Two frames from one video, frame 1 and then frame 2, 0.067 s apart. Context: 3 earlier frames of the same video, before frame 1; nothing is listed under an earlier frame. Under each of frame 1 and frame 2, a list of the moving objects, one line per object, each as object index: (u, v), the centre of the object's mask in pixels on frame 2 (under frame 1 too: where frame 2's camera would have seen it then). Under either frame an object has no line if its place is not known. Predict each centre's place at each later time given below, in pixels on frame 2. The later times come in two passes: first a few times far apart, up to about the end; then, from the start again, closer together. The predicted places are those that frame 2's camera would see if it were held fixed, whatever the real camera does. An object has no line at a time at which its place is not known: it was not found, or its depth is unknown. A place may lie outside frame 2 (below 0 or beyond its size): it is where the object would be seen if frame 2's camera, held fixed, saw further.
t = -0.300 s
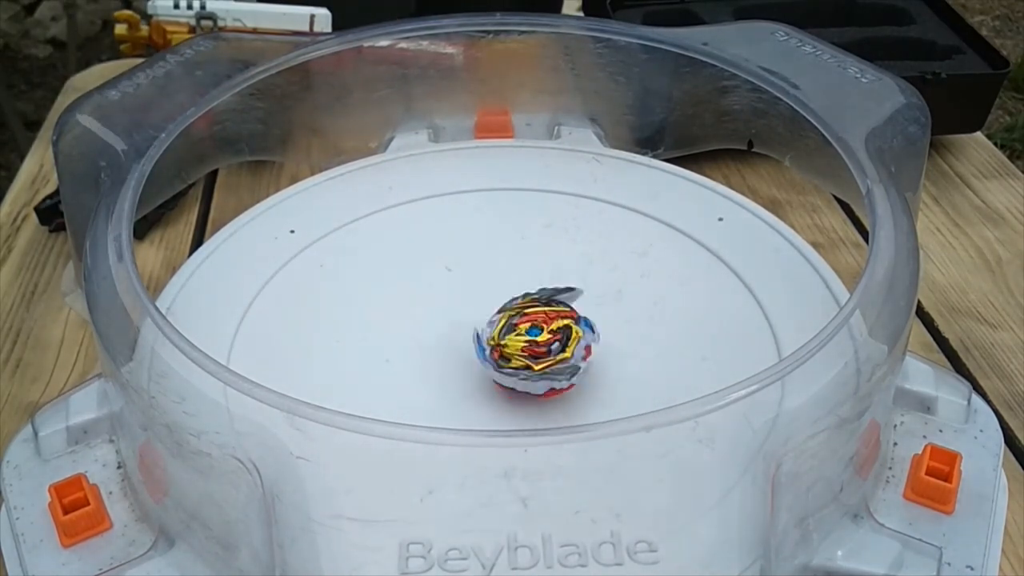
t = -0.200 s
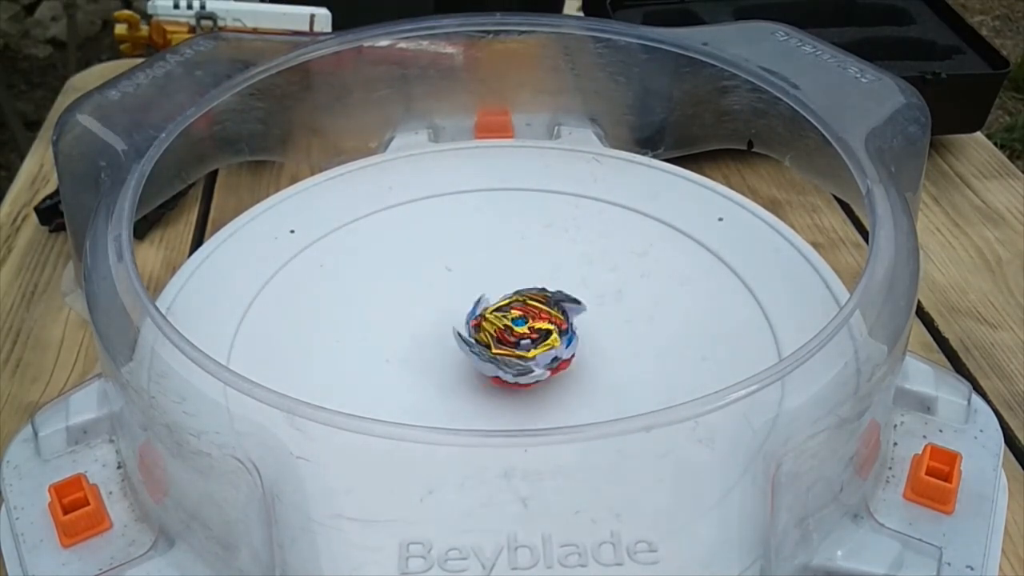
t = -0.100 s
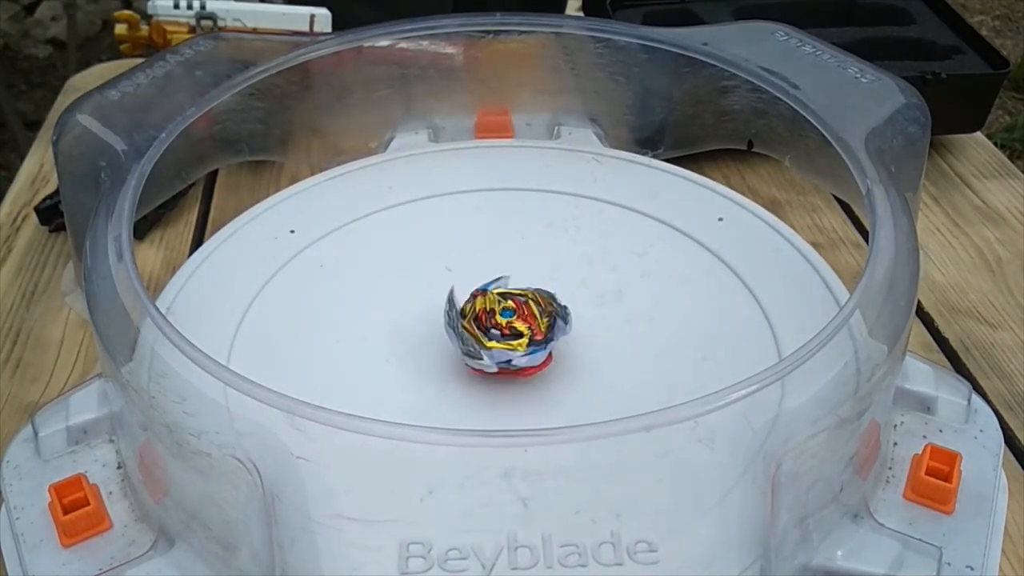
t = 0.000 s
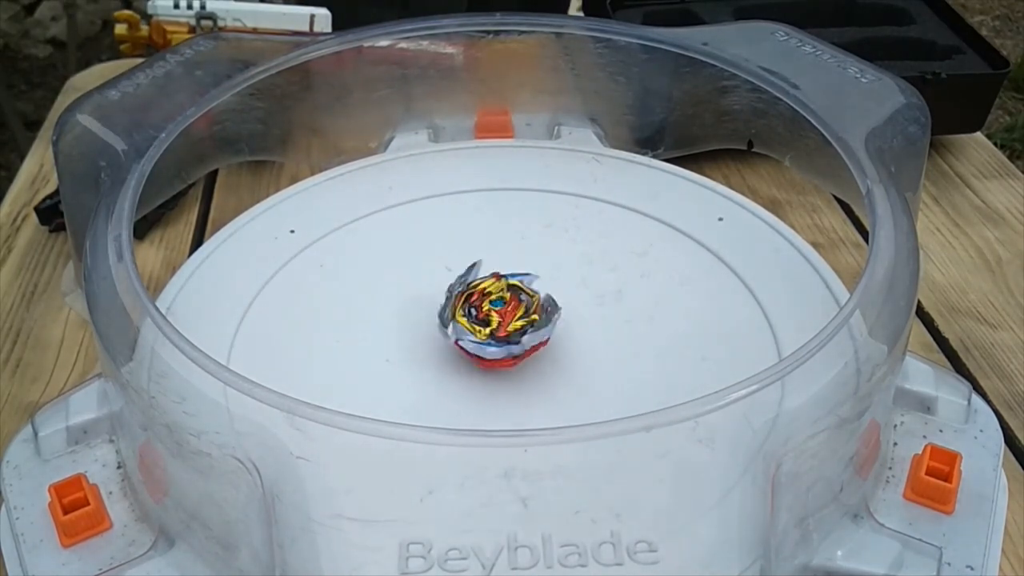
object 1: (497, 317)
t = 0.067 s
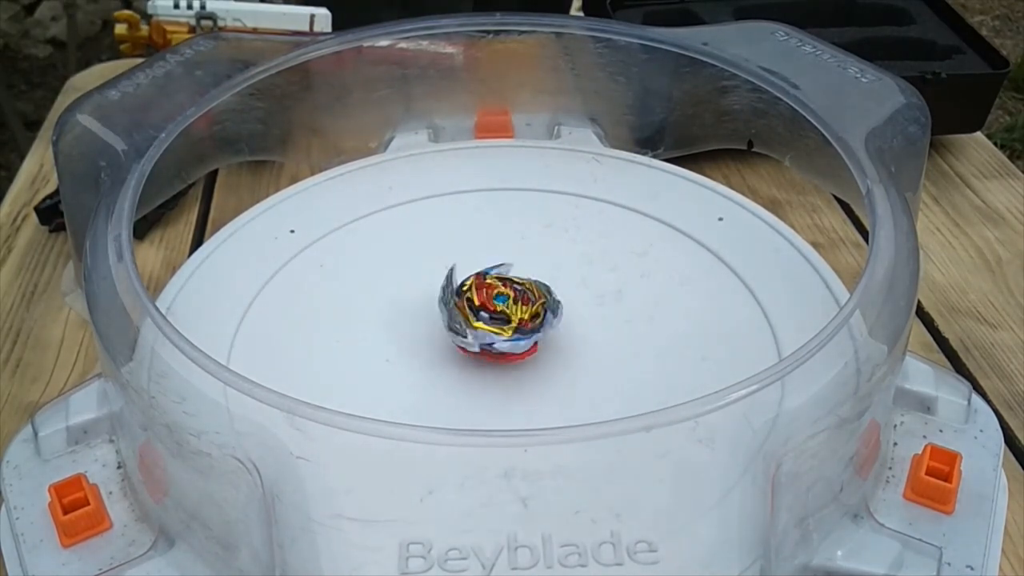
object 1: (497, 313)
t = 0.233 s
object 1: (507, 308)
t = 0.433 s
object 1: (534, 318)
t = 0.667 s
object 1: (558, 340)
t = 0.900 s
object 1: (562, 347)
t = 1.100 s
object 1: (547, 342)
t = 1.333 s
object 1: (527, 339)
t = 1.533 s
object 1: (511, 335)
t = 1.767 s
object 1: (515, 332)
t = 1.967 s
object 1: (529, 330)
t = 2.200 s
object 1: (544, 327)
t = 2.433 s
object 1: (551, 329)
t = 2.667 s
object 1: (545, 337)
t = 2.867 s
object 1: (535, 337)
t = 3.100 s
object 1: (531, 330)
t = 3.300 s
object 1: (535, 328)
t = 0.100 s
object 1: (499, 309)
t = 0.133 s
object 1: (500, 310)
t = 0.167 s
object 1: (502, 307)
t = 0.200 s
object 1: (507, 308)
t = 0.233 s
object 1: (507, 308)
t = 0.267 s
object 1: (513, 308)
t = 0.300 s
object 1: (517, 311)
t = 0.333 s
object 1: (520, 311)
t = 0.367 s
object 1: (524, 315)
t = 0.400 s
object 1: (527, 315)
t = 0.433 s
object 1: (534, 318)
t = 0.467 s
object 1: (533, 321)
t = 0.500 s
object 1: (542, 324)
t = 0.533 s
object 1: (545, 329)
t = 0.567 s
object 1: (547, 330)
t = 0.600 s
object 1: (551, 335)
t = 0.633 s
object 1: (553, 337)
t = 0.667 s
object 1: (558, 340)
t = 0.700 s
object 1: (553, 343)
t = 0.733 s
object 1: (558, 343)
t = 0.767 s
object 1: (558, 346)
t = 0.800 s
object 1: (559, 345)
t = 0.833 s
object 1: (558, 349)
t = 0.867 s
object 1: (560, 346)
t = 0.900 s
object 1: (562, 347)
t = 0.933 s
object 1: (555, 345)
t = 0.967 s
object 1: (555, 347)
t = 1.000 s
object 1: (552, 347)
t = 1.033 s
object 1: (555, 344)
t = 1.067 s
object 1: (550, 344)
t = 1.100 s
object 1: (547, 342)
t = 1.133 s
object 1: (542, 343)
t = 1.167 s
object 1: (540, 341)
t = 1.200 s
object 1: (540, 342)
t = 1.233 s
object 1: (535, 339)
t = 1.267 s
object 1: (531, 341)
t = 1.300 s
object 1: (525, 339)
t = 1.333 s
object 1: (527, 339)
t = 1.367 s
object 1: (520, 338)
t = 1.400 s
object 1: (520, 337)
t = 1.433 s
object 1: (514, 338)
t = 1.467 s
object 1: (516, 336)
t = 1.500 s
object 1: (511, 338)
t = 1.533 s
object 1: (511, 335)
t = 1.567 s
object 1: (508, 338)
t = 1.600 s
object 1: (509, 334)
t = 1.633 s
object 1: (509, 336)
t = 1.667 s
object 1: (509, 332)
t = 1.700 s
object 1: (510, 334)
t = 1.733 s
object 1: (512, 331)
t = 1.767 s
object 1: (515, 332)
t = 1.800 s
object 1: (515, 329)
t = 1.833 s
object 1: (520, 331)
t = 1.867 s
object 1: (521, 330)
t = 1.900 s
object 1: (526, 330)
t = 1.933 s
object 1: (524, 329)
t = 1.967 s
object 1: (529, 330)
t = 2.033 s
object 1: (530, 328)
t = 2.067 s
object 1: (535, 329)
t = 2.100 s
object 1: (533, 328)
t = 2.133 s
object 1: (540, 328)
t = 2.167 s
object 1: (539, 327)
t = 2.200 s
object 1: (544, 327)
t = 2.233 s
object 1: (543, 327)
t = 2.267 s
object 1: (548, 326)
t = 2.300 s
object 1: (547, 326)
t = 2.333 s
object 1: (552, 326)
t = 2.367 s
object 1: (549, 327)
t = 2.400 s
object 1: (554, 328)
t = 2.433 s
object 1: (551, 329)
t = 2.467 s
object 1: (554, 330)
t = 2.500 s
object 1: (550, 331)
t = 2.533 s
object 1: (552, 333)
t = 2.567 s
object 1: (549, 334)
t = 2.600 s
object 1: (550, 335)
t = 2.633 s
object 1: (545, 335)
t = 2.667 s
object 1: (545, 337)
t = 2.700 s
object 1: (543, 336)
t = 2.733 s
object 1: (542, 338)
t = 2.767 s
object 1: (538, 336)
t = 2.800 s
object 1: (537, 338)
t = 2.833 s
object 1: (536, 335)
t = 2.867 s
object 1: (535, 337)
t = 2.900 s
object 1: (533, 334)
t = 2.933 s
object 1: (532, 335)
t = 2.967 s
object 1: (532, 333)
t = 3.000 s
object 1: (530, 334)
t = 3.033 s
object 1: (530, 331)
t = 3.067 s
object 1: (527, 332)
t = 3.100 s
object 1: (531, 330)
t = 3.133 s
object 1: (528, 330)
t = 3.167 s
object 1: (531, 328)
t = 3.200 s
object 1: (529, 327)
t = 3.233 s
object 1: (533, 327)
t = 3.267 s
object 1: (532, 326)
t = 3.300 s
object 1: (535, 328)
